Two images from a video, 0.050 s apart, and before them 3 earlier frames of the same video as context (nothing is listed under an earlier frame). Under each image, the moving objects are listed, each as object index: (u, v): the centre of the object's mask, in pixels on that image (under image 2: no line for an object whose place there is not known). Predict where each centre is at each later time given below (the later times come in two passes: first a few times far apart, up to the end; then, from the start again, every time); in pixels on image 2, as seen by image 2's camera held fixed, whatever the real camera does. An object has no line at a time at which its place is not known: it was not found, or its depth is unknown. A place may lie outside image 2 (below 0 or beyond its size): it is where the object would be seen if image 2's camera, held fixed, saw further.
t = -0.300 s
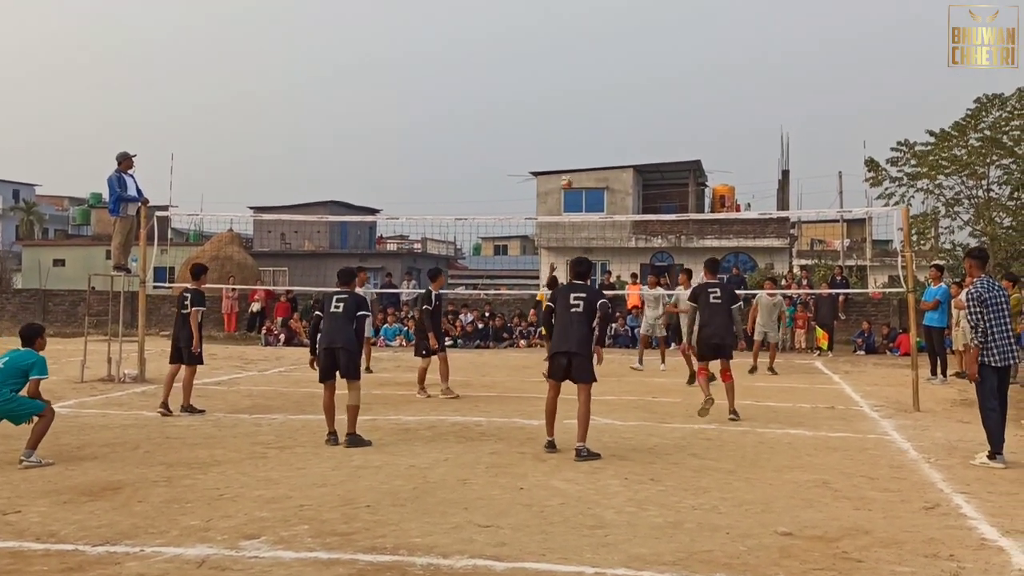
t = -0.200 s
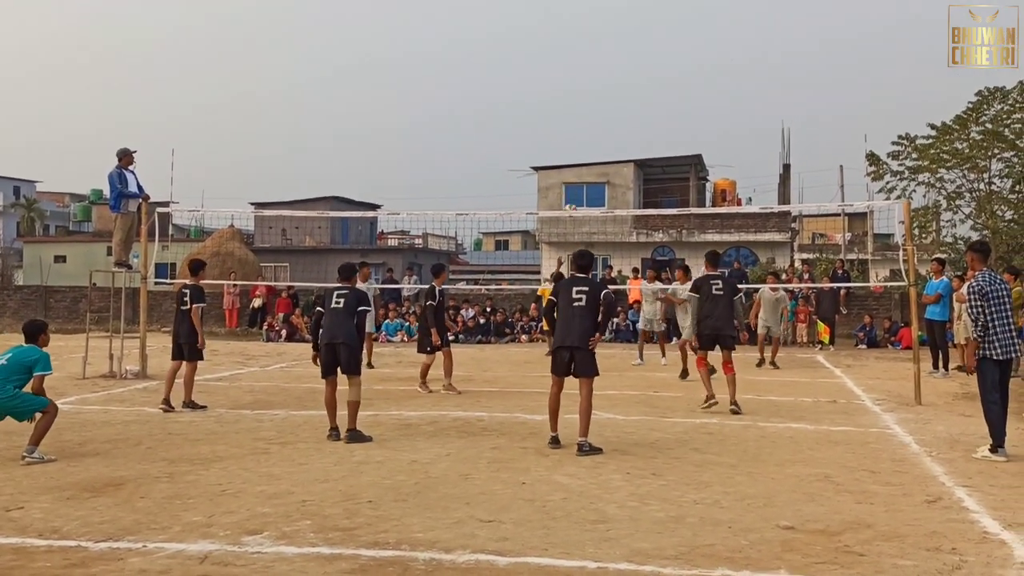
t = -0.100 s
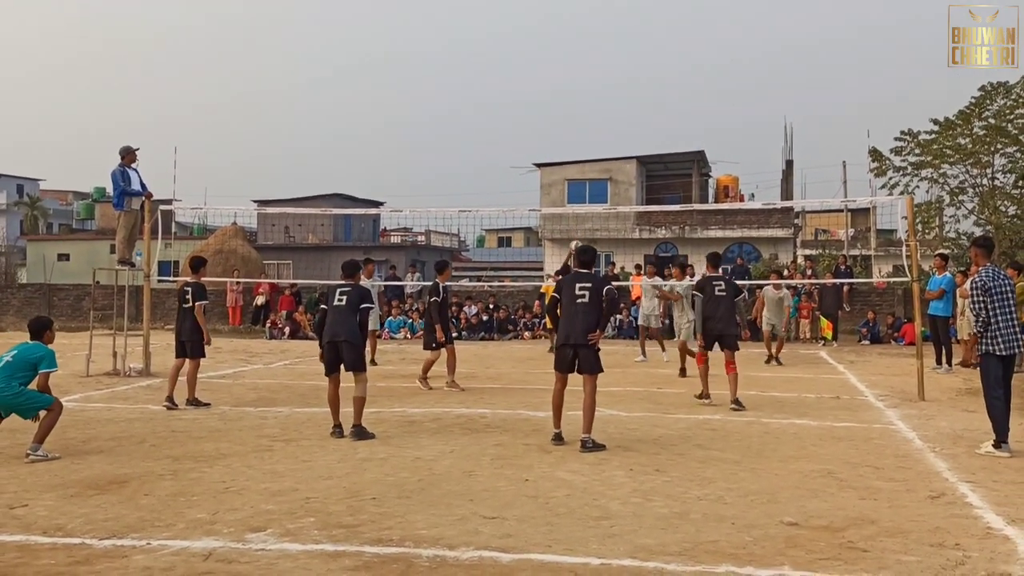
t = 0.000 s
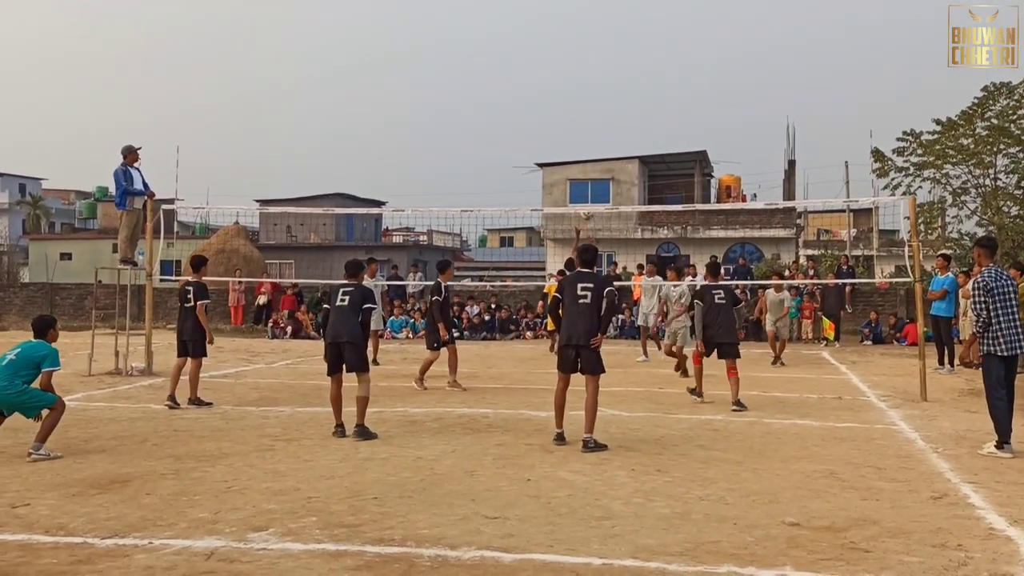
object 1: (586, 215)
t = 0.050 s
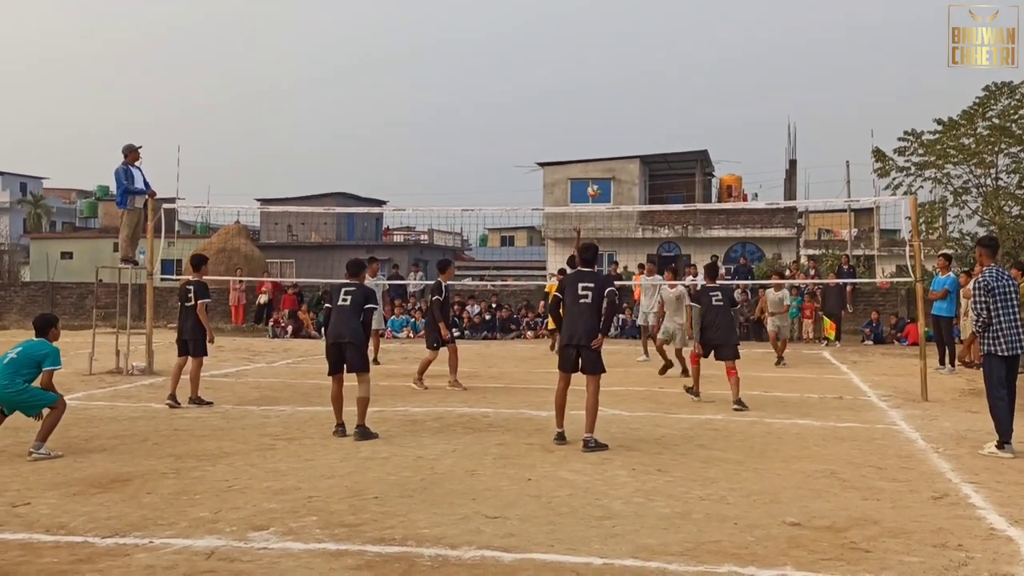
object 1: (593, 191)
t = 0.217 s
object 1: (613, 131)
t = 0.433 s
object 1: (637, 79)
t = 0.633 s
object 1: (659, 58)
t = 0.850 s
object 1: (685, 65)
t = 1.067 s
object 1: (709, 103)
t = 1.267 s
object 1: (732, 165)
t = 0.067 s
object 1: (595, 185)
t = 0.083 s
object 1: (597, 177)
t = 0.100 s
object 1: (599, 171)
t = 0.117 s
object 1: (601, 165)
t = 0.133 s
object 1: (603, 158)
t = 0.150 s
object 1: (606, 153)
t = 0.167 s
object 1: (608, 147)
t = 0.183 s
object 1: (609, 141)
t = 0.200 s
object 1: (611, 136)
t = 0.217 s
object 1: (613, 131)
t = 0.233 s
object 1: (615, 125)
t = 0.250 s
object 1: (617, 120)
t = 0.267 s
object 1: (619, 116)
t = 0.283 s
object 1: (621, 111)
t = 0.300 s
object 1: (623, 107)
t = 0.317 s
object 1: (625, 103)
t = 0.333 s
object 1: (627, 99)
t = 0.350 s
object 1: (629, 95)
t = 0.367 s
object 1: (630, 91)
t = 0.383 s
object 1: (632, 88)
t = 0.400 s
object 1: (634, 85)
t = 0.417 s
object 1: (635, 82)
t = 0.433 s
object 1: (637, 79)
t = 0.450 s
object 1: (639, 76)
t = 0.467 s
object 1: (641, 73)
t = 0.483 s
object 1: (643, 71)
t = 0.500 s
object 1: (645, 69)
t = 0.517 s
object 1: (647, 67)
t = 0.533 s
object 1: (649, 65)
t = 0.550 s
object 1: (651, 63)
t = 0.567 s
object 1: (652, 62)
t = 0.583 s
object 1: (654, 61)
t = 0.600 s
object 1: (656, 60)
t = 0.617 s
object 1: (658, 59)
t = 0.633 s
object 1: (659, 58)
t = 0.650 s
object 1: (662, 57)
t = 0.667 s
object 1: (663, 57)
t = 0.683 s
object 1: (665, 57)
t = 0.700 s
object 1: (667, 57)
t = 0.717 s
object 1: (669, 57)
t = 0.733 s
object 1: (671, 57)
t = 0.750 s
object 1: (673, 58)
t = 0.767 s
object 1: (675, 58)
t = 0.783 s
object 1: (677, 59)
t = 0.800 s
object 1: (679, 61)
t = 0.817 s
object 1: (681, 62)
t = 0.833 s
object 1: (683, 63)
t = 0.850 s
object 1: (685, 65)
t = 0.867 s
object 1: (686, 67)
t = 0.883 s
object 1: (688, 69)
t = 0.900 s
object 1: (690, 71)
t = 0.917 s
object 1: (692, 73)
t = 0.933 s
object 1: (694, 76)
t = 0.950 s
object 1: (696, 79)
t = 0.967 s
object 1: (698, 82)
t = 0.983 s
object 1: (700, 85)
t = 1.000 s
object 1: (702, 87)
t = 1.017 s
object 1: (704, 91)
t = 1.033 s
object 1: (705, 95)
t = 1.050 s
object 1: (708, 99)
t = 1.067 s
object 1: (709, 103)
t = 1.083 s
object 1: (711, 107)
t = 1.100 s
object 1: (713, 111)
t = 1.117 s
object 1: (715, 116)
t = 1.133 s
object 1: (717, 121)
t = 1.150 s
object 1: (719, 126)
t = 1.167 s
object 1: (721, 131)
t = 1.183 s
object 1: (723, 136)
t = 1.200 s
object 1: (725, 141)
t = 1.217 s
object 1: (727, 147)
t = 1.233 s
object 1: (728, 153)
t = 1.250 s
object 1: (730, 158)
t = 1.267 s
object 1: (732, 165)
